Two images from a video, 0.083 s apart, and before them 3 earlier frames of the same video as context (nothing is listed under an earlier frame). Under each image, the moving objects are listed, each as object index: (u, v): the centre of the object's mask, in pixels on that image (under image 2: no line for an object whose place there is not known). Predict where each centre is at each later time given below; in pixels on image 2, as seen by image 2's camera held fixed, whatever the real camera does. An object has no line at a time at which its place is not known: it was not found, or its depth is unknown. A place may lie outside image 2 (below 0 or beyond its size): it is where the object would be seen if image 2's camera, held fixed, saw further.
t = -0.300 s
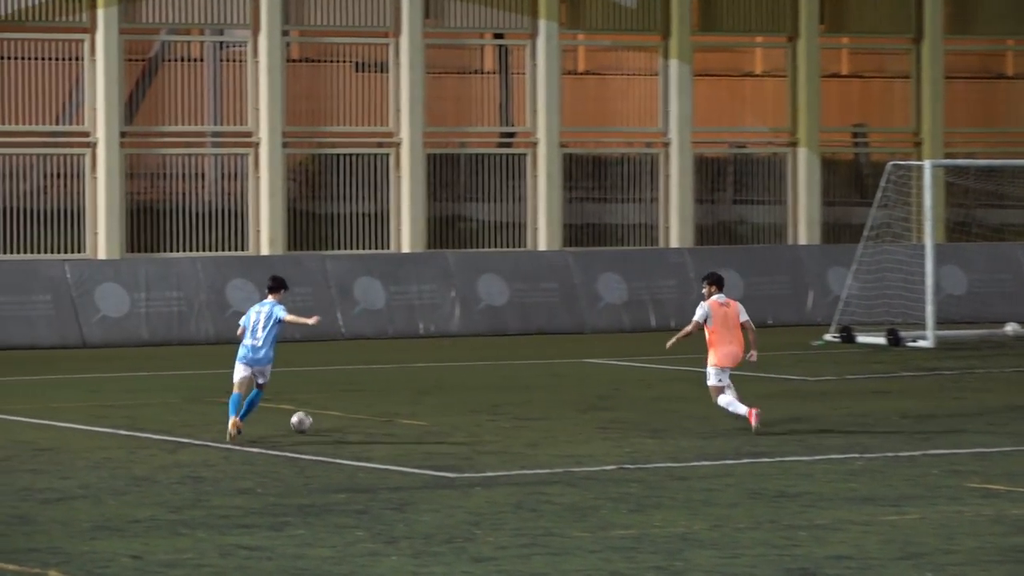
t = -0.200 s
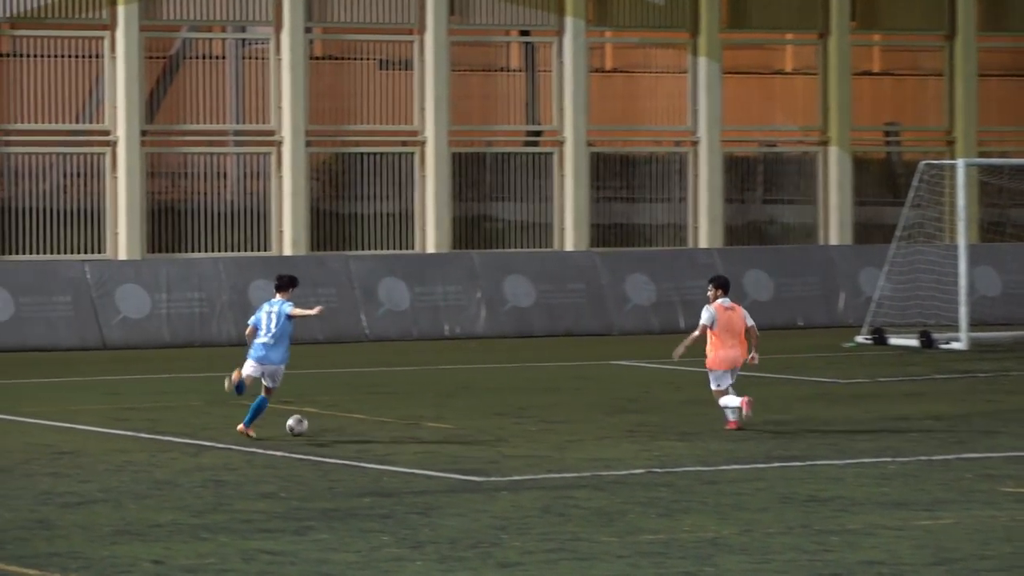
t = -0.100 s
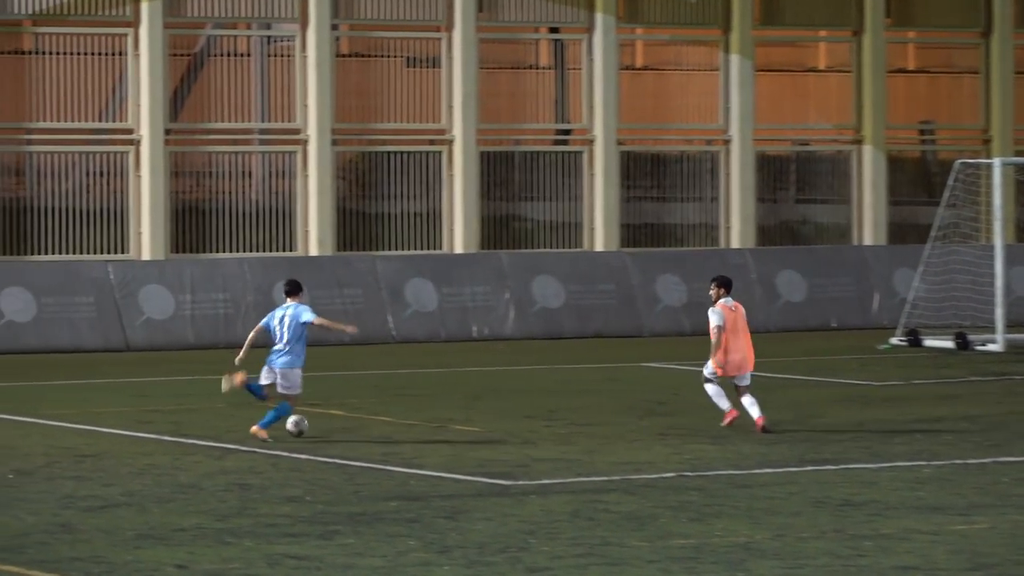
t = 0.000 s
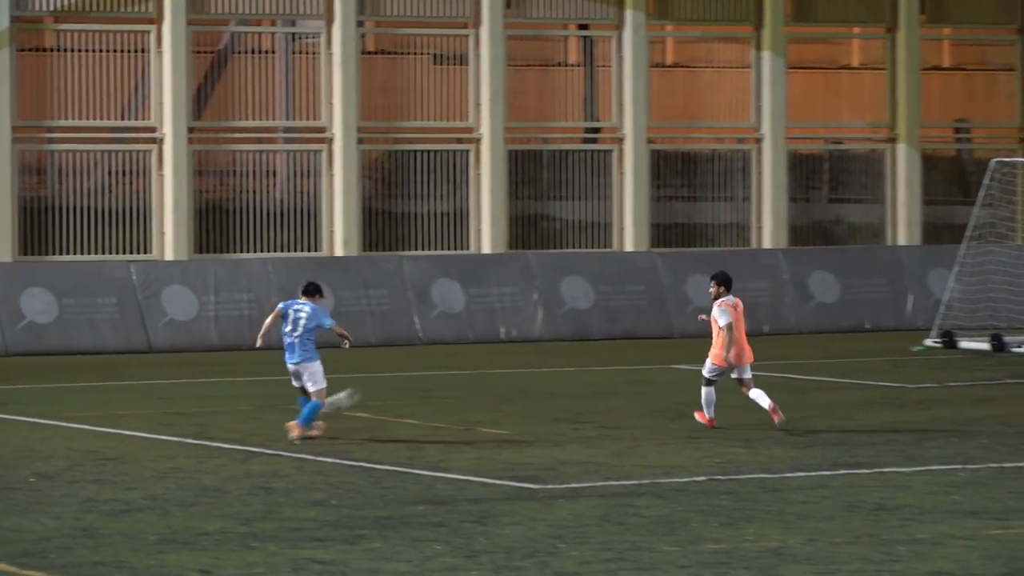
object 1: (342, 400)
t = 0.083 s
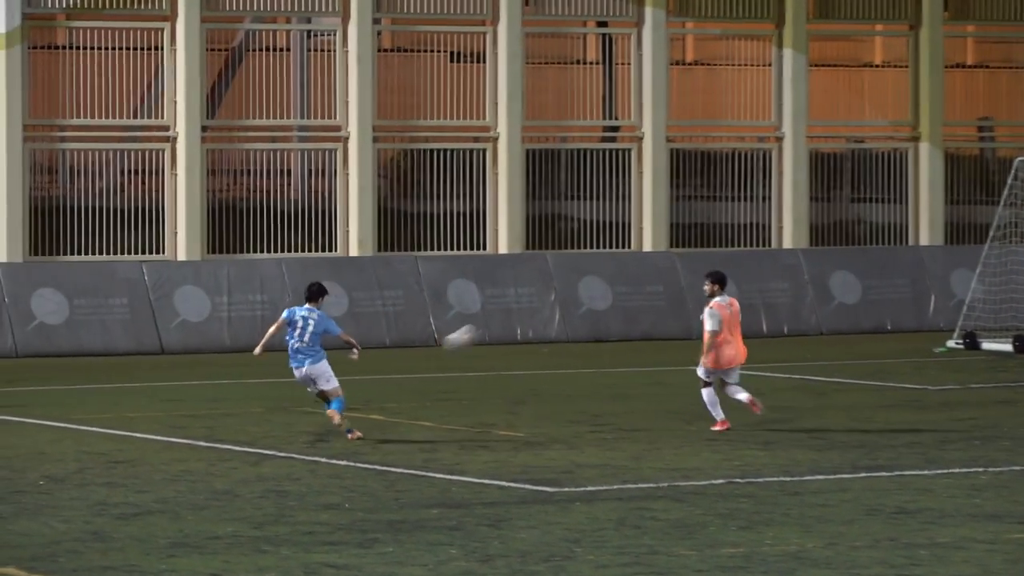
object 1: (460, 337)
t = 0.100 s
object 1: (481, 326)
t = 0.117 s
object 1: (502, 314)
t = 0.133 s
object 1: (522, 303)
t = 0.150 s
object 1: (541, 291)
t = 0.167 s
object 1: (561, 281)
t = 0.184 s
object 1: (580, 272)
